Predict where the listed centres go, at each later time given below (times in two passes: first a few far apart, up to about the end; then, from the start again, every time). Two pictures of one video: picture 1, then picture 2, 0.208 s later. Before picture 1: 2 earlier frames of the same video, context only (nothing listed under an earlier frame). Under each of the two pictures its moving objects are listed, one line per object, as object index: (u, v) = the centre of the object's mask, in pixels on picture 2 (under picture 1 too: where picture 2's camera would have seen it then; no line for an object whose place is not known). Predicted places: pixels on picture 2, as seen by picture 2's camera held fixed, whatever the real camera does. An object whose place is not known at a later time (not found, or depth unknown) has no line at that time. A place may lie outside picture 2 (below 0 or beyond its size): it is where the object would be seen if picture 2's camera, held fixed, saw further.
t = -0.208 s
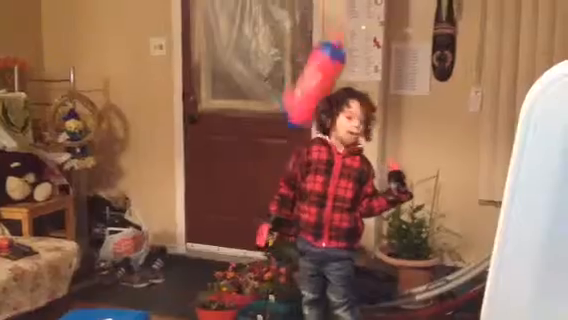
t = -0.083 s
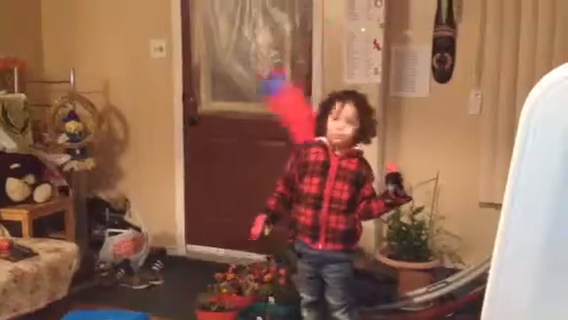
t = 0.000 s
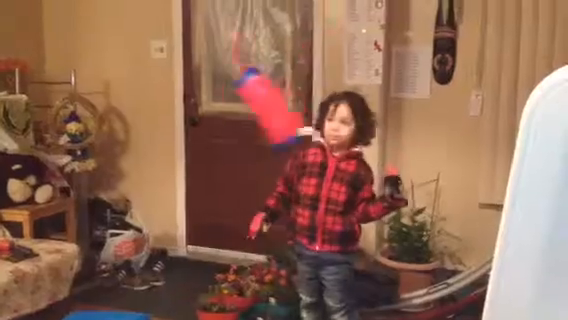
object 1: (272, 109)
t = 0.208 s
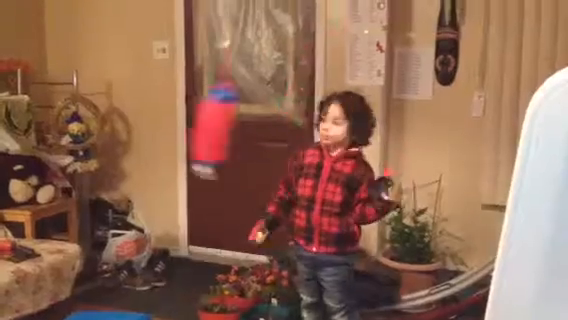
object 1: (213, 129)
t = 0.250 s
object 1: (201, 122)
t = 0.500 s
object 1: (122, 130)
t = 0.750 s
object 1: (79, 130)
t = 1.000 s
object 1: (108, 137)
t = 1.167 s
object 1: (170, 145)
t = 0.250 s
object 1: (201, 122)
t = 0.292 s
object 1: (186, 122)
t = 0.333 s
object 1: (169, 123)
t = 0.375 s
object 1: (155, 125)
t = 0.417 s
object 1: (142, 130)
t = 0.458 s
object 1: (128, 133)
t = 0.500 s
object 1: (122, 130)
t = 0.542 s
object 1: (114, 128)
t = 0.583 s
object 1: (106, 126)
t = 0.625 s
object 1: (98, 127)
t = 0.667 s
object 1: (90, 129)
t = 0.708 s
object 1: (82, 130)
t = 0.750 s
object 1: (79, 130)
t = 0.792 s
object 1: (78, 129)
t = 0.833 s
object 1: (79, 129)
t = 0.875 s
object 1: (83, 130)
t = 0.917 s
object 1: (90, 132)
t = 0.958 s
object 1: (99, 134)
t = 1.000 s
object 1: (108, 137)
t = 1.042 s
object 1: (123, 135)
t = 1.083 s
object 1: (133, 141)
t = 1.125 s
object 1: (151, 139)
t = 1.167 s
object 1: (170, 145)
